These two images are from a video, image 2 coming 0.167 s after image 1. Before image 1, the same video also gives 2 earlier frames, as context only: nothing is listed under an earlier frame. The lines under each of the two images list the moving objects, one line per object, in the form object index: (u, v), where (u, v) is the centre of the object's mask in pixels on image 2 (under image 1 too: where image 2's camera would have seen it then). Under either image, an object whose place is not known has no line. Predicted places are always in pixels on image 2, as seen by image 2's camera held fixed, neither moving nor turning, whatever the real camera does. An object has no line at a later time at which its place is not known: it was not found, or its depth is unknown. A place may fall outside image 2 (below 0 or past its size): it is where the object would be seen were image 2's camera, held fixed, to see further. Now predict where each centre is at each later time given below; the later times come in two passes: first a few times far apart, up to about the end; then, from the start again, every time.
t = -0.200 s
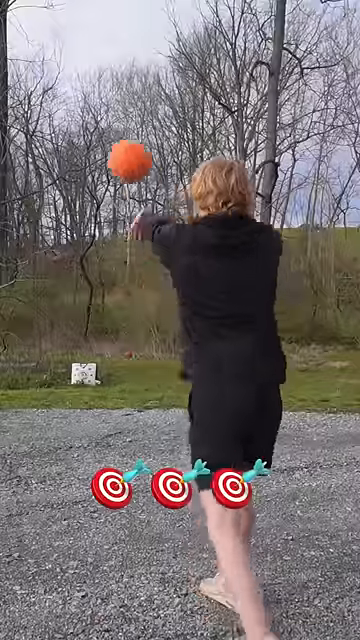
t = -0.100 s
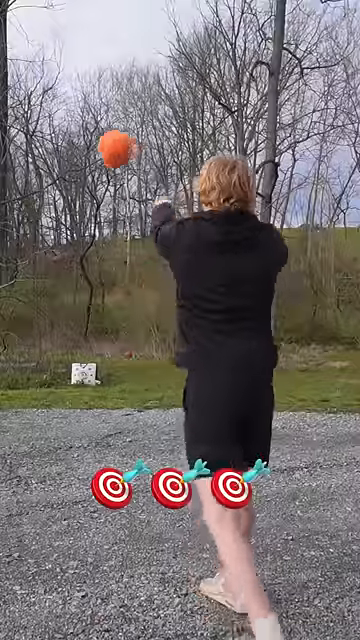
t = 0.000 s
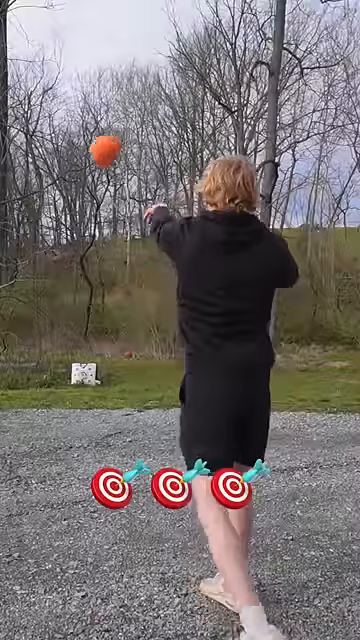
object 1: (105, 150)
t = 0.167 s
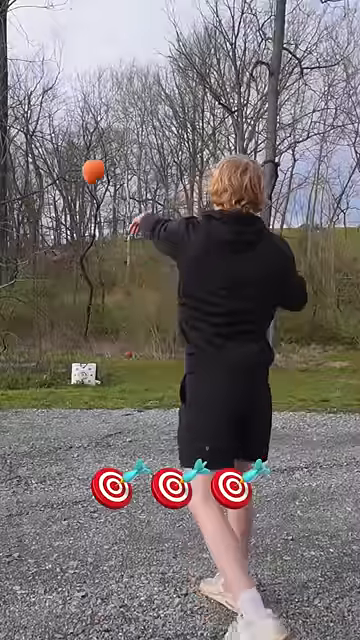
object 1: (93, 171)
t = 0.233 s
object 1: (90, 181)
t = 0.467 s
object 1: (83, 235)
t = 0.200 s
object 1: (92, 176)
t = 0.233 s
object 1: (90, 181)
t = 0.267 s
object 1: (89, 188)
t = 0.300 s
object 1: (87, 196)
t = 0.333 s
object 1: (87, 203)
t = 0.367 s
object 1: (86, 212)
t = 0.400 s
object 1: (85, 221)
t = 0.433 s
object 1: (84, 228)
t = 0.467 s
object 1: (83, 235)
